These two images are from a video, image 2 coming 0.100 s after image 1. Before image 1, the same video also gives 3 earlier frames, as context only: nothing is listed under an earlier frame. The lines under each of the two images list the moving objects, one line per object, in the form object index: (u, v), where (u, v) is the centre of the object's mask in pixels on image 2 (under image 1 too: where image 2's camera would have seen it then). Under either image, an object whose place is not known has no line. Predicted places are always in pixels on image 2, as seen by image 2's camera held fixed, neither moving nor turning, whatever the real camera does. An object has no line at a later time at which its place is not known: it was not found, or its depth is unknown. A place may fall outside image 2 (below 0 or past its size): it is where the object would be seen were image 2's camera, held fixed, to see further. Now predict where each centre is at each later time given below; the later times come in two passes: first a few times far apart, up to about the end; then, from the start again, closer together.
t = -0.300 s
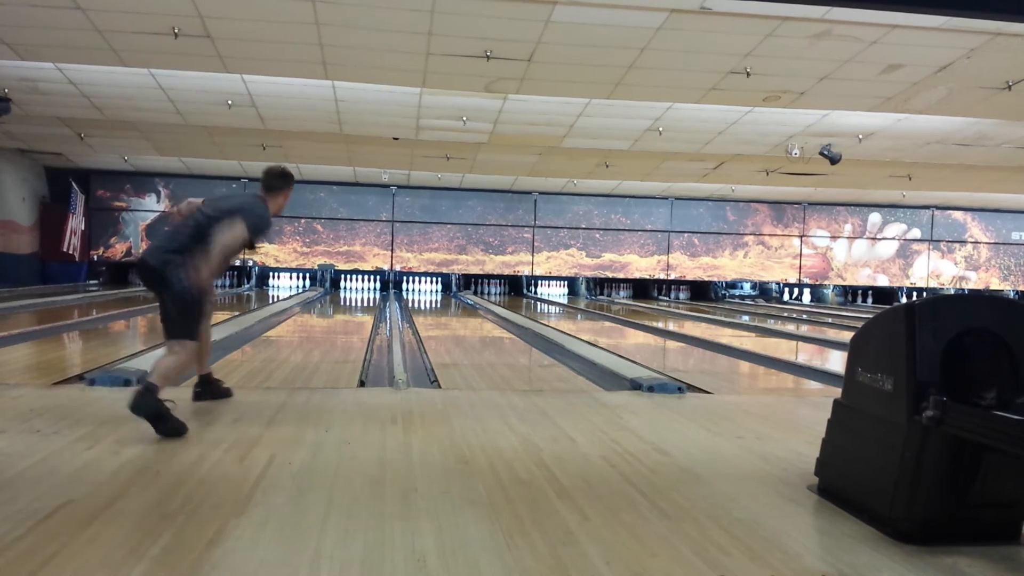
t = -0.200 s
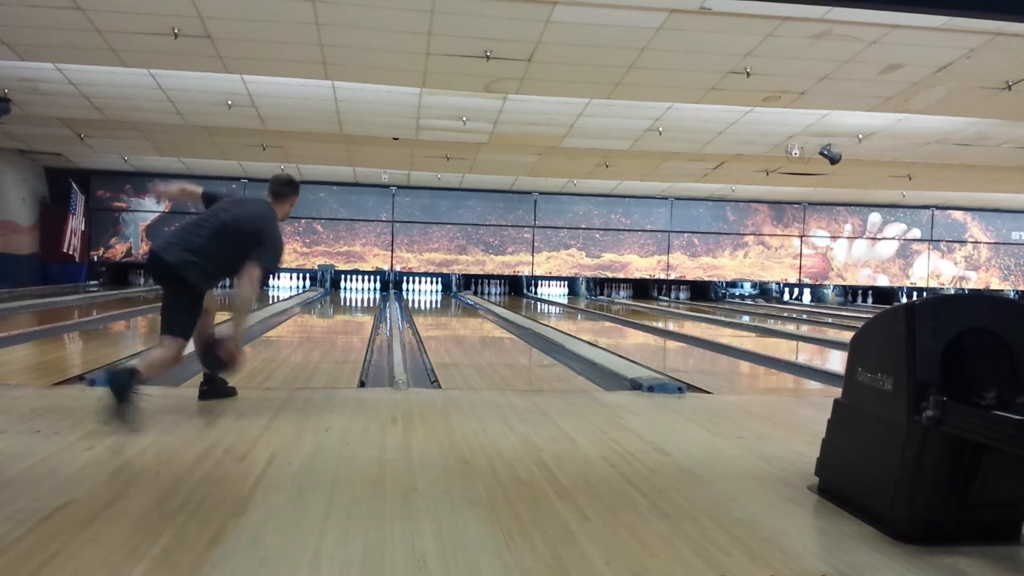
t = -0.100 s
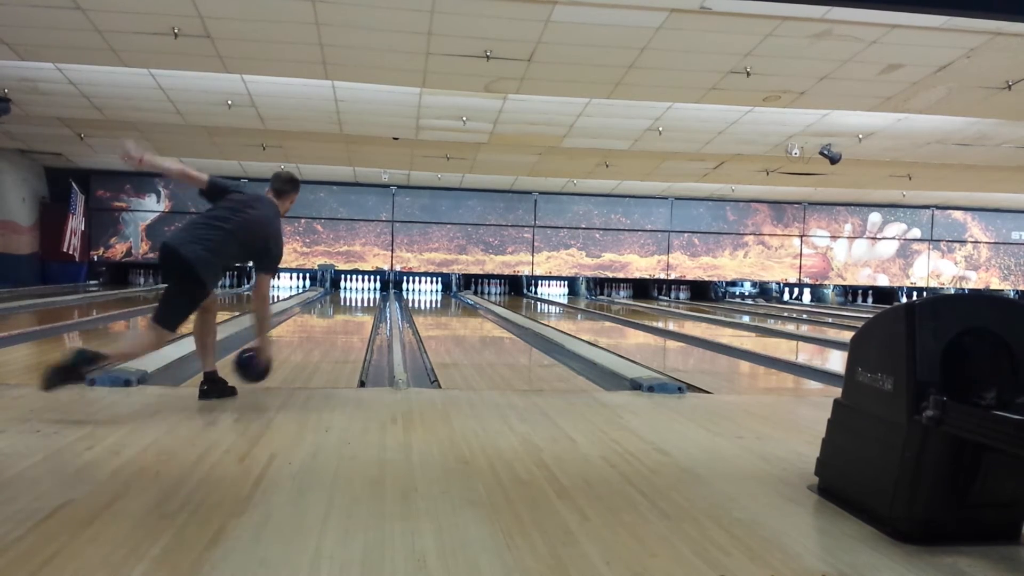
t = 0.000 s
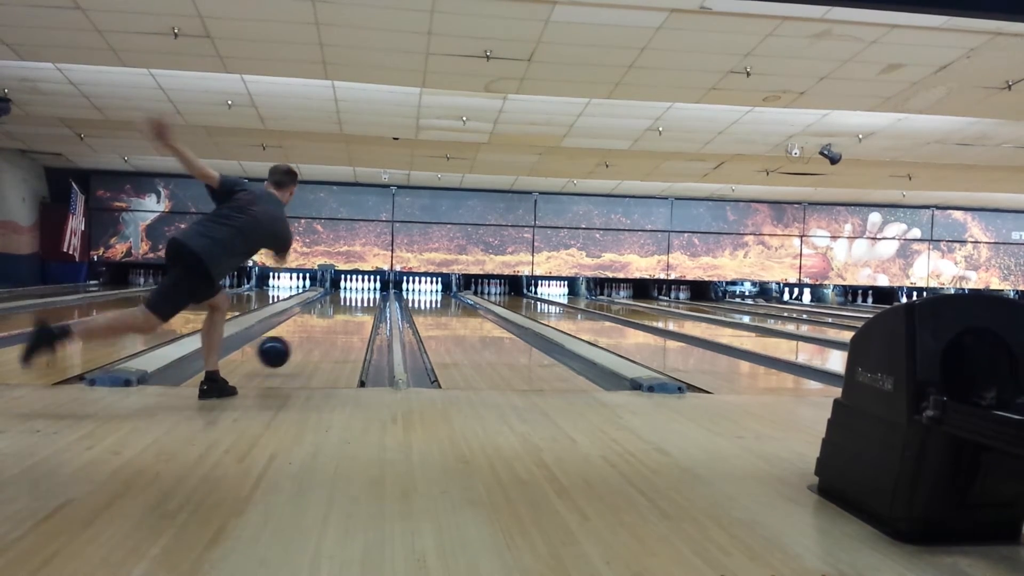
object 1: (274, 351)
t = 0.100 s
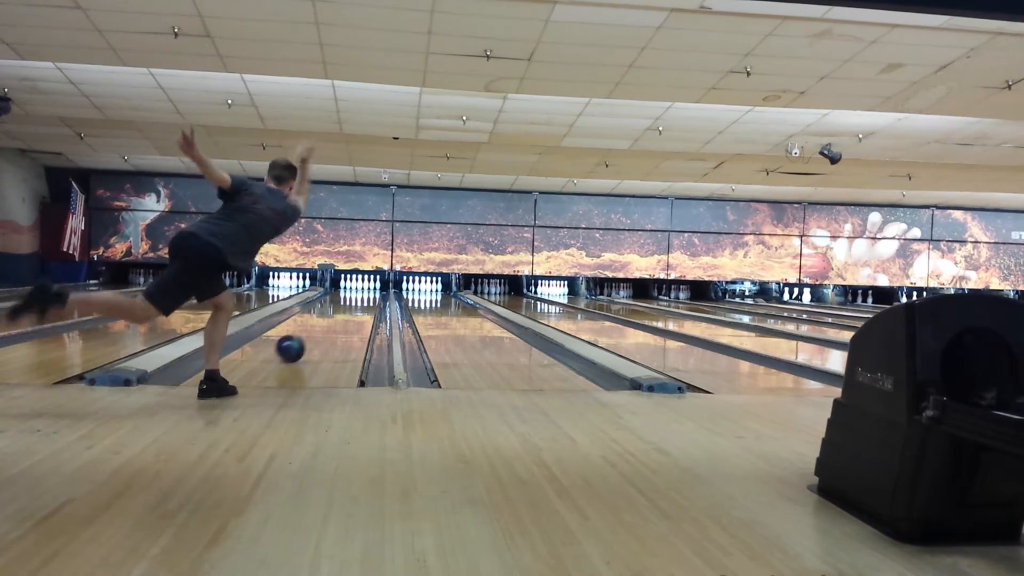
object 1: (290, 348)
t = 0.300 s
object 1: (315, 333)
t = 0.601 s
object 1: (338, 319)
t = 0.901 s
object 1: (352, 309)
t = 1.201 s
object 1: (361, 302)
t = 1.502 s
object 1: (367, 297)
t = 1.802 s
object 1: (370, 293)
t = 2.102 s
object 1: (369, 289)
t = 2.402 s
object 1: (363, 287)
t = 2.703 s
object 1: (361, 285)
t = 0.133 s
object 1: (295, 344)
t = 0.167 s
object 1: (300, 342)
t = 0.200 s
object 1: (303, 340)
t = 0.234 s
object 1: (308, 338)
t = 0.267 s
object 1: (311, 336)
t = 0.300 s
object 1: (315, 333)
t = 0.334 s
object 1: (318, 331)
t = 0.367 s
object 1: (321, 329)
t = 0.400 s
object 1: (324, 327)
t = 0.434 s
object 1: (326, 326)
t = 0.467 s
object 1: (329, 324)
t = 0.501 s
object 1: (331, 323)
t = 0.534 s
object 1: (334, 321)
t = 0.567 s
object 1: (336, 320)
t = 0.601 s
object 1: (338, 319)
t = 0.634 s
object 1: (340, 318)
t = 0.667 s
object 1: (341, 316)
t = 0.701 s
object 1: (343, 315)
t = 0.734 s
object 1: (345, 313)
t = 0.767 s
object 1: (346, 313)
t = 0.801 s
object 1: (348, 312)
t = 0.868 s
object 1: (351, 309)
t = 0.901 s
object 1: (352, 309)
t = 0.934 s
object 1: (353, 308)
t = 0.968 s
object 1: (354, 307)
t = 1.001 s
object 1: (355, 306)
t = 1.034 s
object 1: (356, 305)
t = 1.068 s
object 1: (357, 305)
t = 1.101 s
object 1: (358, 304)
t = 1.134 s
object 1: (359, 303)
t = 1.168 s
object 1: (360, 302)
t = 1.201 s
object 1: (361, 302)
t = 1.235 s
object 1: (362, 301)
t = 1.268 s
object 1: (362, 300)
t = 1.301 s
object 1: (363, 300)
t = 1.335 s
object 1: (364, 299)
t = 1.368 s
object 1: (364, 299)
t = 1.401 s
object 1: (365, 298)
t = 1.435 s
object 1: (366, 297)
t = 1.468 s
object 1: (366, 297)
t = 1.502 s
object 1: (367, 297)
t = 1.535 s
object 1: (367, 296)
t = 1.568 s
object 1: (368, 296)
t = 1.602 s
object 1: (368, 296)
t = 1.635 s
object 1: (369, 295)
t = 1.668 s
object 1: (369, 295)
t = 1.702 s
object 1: (370, 295)
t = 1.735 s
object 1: (370, 294)
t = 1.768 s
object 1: (370, 294)
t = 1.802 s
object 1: (370, 293)
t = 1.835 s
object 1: (370, 292)
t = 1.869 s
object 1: (370, 292)
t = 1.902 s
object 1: (370, 292)
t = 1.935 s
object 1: (370, 291)
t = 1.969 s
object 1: (370, 291)
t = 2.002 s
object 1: (370, 291)
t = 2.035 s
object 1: (369, 290)
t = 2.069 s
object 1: (369, 290)
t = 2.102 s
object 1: (369, 289)
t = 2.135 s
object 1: (368, 289)
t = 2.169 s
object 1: (367, 289)
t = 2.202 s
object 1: (366, 289)
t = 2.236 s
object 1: (366, 289)
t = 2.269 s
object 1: (365, 288)
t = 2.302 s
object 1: (365, 288)
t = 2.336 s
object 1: (365, 288)
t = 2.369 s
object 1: (363, 288)
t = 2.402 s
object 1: (363, 287)
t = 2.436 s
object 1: (362, 287)
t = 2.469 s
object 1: (362, 287)
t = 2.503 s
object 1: (362, 286)
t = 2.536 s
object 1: (361, 286)
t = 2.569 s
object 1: (361, 286)
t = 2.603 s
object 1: (360, 285)
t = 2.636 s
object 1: (360, 285)
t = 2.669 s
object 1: (360, 285)
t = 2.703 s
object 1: (361, 285)
